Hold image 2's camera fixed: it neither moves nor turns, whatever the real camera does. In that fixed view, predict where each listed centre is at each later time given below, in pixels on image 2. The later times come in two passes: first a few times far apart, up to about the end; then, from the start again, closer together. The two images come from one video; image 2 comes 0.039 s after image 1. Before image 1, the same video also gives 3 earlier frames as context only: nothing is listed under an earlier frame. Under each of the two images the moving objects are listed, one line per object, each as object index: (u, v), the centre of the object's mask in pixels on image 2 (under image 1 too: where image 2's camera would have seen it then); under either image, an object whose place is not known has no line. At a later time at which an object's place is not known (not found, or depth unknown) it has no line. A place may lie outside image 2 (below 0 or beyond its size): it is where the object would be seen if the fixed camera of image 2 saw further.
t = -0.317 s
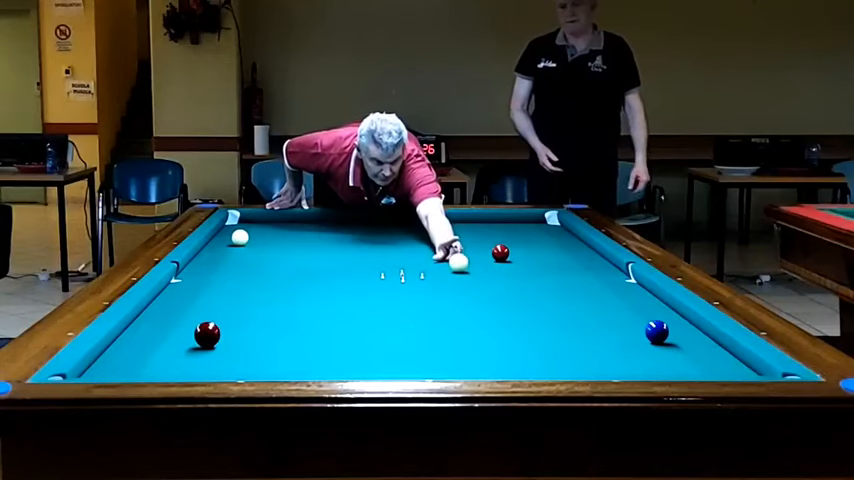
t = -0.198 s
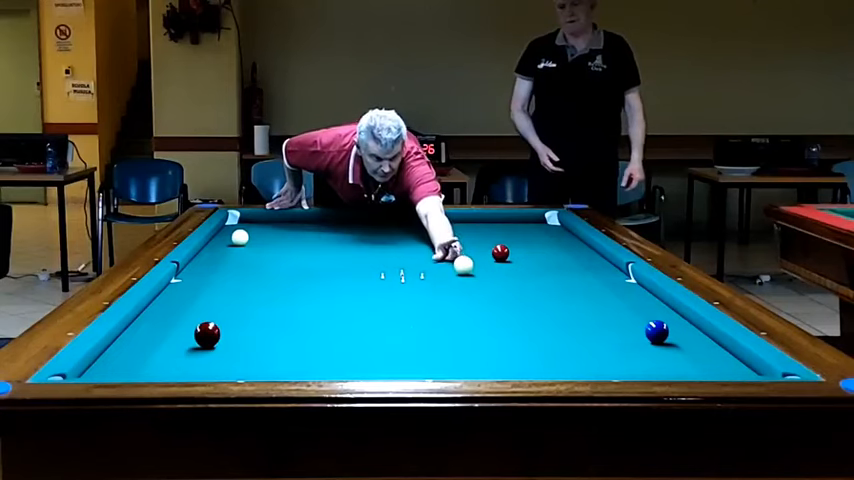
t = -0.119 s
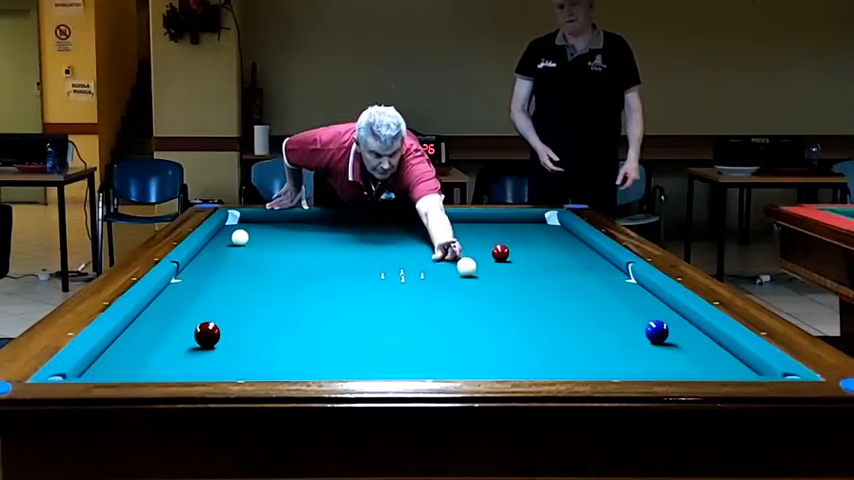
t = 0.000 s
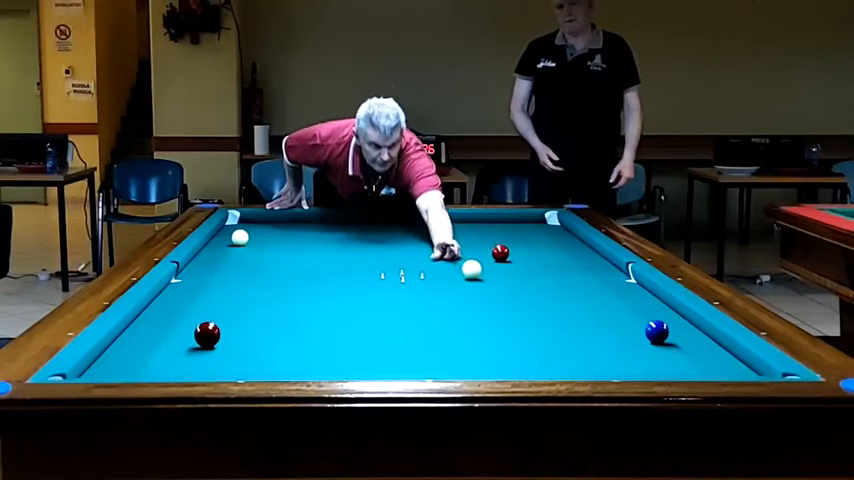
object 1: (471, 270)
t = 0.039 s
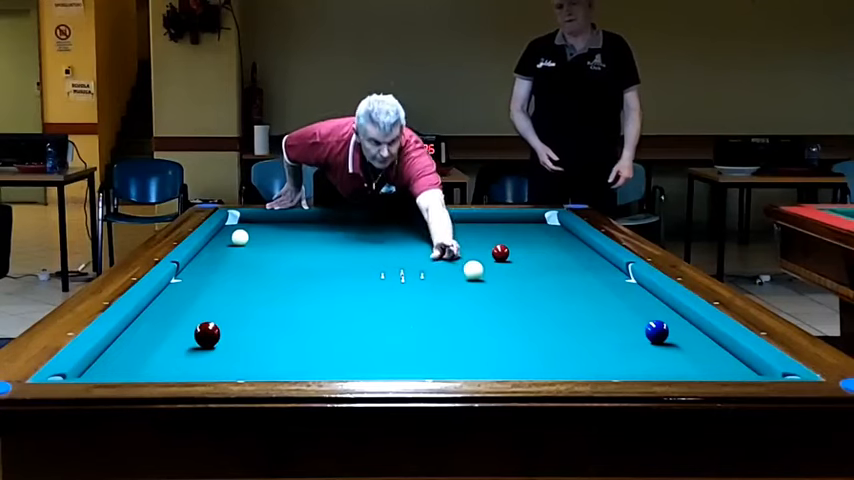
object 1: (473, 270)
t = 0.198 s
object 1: (479, 274)
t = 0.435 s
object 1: (490, 279)
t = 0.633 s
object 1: (499, 283)
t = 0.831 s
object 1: (508, 288)
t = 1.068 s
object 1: (519, 294)
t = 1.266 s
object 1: (528, 299)
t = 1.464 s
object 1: (538, 303)
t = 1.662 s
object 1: (548, 308)
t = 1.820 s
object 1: (559, 314)
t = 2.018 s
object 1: (569, 319)
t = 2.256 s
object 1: (581, 325)
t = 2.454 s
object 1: (592, 330)
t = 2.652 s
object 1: (603, 336)
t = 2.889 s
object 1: (616, 342)
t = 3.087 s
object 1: (626, 348)
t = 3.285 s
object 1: (638, 354)
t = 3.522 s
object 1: (649, 360)
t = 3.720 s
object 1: (659, 363)
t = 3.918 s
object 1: (673, 366)
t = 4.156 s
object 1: (687, 370)
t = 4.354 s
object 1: (699, 372)
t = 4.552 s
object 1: (700, 371)
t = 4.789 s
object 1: (700, 370)
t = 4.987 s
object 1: (700, 369)
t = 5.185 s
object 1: (699, 367)
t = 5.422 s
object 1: (698, 366)
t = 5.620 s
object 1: (699, 365)
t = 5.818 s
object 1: (698, 364)
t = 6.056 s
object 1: (697, 362)
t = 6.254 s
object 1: (697, 361)
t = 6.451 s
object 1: (696, 361)
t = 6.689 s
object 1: (696, 360)
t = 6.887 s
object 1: (695, 359)
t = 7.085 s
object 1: (694, 359)
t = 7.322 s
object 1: (696, 357)
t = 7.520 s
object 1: (694, 357)
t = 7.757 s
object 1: (694, 357)
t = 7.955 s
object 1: (694, 357)
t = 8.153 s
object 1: (694, 357)
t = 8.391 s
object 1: (695, 357)
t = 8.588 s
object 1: (695, 357)
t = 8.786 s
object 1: (695, 357)
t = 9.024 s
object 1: (694, 357)
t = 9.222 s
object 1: (694, 357)
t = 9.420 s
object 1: (695, 357)
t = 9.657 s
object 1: (695, 357)
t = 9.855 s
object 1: (695, 357)
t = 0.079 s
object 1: (475, 271)
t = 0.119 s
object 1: (476, 272)
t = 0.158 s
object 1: (478, 273)
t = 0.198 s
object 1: (479, 274)
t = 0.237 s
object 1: (481, 275)
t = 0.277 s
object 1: (483, 276)
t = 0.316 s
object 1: (485, 276)
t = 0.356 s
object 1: (486, 277)
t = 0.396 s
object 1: (488, 278)
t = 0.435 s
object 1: (490, 279)
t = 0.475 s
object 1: (492, 280)
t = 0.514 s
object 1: (494, 281)
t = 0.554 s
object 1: (495, 282)
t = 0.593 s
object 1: (497, 283)
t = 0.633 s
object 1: (499, 283)
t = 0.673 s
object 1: (500, 284)
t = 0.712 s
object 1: (502, 285)
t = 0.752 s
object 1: (504, 286)
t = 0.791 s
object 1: (506, 287)
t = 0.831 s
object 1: (508, 288)
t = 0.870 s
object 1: (510, 289)
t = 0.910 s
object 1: (511, 290)
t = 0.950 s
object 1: (513, 291)
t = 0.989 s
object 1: (515, 292)
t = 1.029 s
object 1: (517, 293)
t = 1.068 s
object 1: (519, 294)
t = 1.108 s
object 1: (521, 295)
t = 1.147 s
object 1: (523, 296)
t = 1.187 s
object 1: (525, 297)
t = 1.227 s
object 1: (527, 297)
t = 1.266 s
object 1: (528, 299)
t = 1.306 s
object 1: (530, 299)
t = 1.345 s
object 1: (533, 301)
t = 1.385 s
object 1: (535, 301)
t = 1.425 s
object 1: (536, 303)
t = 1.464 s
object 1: (538, 303)
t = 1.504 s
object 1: (540, 305)
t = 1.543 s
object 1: (542, 306)
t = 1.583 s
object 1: (544, 306)
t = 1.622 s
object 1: (546, 307)
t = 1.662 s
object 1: (548, 308)
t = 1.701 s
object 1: (550, 310)
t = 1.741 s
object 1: (554, 311)
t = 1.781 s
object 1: (557, 312)
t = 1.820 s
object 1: (559, 314)
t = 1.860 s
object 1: (561, 315)
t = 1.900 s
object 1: (562, 316)
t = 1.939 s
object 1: (565, 317)
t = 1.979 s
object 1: (567, 318)
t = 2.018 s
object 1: (569, 319)
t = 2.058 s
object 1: (571, 320)
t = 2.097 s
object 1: (573, 321)
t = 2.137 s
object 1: (575, 322)
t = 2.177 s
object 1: (577, 323)
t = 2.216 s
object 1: (579, 324)
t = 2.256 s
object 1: (581, 325)
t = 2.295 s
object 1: (583, 326)
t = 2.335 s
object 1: (585, 327)
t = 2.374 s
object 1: (587, 328)
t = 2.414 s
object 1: (589, 329)
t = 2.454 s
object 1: (592, 330)
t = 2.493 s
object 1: (594, 332)
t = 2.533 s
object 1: (596, 333)
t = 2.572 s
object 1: (598, 334)
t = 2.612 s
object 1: (600, 335)
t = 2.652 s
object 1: (603, 336)
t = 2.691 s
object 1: (605, 337)
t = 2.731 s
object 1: (607, 338)
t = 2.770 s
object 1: (609, 339)
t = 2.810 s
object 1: (611, 340)
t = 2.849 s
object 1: (613, 341)
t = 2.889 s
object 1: (616, 342)
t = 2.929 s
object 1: (618, 344)
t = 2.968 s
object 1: (620, 345)
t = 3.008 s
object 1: (622, 346)
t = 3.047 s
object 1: (624, 347)
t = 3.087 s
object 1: (626, 348)
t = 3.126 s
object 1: (629, 349)
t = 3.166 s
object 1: (631, 350)
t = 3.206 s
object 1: (633, 351)
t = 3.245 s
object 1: (635, 353)
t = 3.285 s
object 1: (638, 354)
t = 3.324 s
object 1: (640, 355)
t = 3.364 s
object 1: (642, 356)
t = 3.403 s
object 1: (644, 357)
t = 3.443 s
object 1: (646, 358)
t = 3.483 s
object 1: (648, 359)
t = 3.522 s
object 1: (649, 360)
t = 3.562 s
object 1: (651, 361)
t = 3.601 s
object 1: (653, 361)
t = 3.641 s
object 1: (655, 362)
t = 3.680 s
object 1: (657, 363)
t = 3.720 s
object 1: (659, 363)
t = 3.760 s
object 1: (661, 364)
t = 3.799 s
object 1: (664, 365)
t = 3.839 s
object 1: (668, 365)
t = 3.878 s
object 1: (670, 366)
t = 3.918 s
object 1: (673, 366)
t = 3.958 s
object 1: (676, 367)
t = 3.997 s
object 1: (678, 367)
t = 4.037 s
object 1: (680, 368)
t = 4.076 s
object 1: (683, 369)
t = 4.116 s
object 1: (685, 369)
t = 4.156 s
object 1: (687, 370)
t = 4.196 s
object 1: (690, 371)
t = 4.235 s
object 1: (692, 371)
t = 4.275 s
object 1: (694, 371)
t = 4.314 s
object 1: (696, 372)
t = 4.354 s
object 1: (699, 372)
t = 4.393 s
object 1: (700, 372)
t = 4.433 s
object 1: (700, 372)
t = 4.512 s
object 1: (700, 372)
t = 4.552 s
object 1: (700, 371)
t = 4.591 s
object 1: (700, 371)
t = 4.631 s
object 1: (700, 371)
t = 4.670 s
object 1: (700, 371)
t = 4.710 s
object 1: (700, 370)
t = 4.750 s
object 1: (700, 370)
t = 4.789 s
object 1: (700, 370)
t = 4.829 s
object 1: (700, 370)
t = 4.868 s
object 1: (700, 369)
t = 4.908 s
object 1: (700, 369)
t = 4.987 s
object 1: (700, 369)
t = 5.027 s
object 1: (699, 368)
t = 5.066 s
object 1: (699, 368)
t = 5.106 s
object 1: (699, 368)
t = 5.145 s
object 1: (699, 368)
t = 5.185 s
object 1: (699, 367)
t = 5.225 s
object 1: (699, 367)
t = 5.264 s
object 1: (700, 367)
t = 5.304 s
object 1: (698, 367)
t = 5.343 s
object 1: (697, 366)
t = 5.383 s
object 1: (698, 366)
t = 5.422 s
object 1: (698, 366)
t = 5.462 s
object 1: (696, 366)
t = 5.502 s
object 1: (697, 365)
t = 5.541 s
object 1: (697, 365)
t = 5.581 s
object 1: (698, 365)
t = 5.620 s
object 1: (699, 365)
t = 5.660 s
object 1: (699, 364)
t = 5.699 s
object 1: (698, 364)
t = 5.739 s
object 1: (698, 364)
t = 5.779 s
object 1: (698, 364)
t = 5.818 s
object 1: (698, 364)
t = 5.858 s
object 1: (698, 363)
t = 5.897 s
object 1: (697, 363)
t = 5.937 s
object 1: (697, 363)
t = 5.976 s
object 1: (697, 363)
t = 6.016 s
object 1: (697, 363)
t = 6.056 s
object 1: (697, 362)
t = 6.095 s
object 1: (697, 362)
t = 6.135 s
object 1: (697, 362)
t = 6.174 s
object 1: (697, 362)
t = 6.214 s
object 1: (697, 362)
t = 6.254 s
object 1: (697, 361)
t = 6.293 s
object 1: (697, 361)
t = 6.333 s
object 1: (697, 361)
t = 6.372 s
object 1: (697, 361)
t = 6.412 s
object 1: (696, 361)
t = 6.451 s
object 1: (696, 361)
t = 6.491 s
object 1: (696, 361)
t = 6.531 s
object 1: (696, 360)
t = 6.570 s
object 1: (696, 360)
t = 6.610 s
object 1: (696, 360)
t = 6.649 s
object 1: (696, 360)
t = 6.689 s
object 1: (696, 360)
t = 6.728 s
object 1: (696, 359)
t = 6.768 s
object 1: (696, 359)
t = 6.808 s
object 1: (696, 359)
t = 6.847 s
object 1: (696, 359)
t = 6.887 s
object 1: (695, 359)
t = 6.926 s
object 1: (695, 359)
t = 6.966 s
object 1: (696, 359)
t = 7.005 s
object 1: (696, 359)
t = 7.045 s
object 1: (695, 359)
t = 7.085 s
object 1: (694, 359)
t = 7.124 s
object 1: (693, 358)
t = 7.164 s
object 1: (693, 358)
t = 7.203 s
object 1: (694, 358)
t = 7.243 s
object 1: (695, 358)
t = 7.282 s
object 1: (696, 358)
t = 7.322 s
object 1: (696, 357)
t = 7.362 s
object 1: (697, 357)
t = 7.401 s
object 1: (695, 358)
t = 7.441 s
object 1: (695, 358)
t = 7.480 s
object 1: (694, 358)
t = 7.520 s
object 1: (694, 357)
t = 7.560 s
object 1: (694, 357)
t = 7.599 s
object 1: (694, 357)
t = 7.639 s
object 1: (694, 357)
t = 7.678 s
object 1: (694, 357)
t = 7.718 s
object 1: (694, 357)
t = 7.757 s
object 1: (694, 357)
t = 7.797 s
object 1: (694, 357)
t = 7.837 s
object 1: (694, 357)
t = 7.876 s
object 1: (694, 357)
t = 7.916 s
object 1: (694, 357)
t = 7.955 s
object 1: (694, 357)
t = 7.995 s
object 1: (694, 357)
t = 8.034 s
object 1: (694, 357)
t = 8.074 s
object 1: (694, 357)
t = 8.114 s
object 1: (694, 357)
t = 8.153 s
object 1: (694, 357)
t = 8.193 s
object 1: (694, 357)
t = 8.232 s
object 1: (694, 357)
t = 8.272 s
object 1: (694, 357)
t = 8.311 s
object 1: (694, 357)
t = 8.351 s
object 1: (695, 357)
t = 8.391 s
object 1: (695, 357)
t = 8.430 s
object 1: (695, 357)
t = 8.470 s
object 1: (695, 357)
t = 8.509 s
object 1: (695, 357)
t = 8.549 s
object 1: (695, 357)
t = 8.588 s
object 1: (695, 357)
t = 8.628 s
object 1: (695, 357)
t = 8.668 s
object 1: (695, 357)
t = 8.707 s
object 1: (695, 357)
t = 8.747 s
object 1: (695, 357)
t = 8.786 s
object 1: (695, 357)
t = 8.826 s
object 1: (695, 357)
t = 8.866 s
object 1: (695, 357)
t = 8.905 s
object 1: (695, 357)
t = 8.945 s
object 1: (695, 357)
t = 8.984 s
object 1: (694, 357)
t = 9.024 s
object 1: (694, 357)
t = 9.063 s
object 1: (693, 357)
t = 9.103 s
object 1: (693, 357)
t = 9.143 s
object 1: (694, 357)
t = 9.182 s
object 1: (695, 357)
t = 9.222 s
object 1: (694, 357)
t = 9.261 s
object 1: (694, 357)
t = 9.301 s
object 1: (694, 357)
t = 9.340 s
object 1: (695, 357)
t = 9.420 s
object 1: (695, 357)
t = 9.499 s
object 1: (695, 357)
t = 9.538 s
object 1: (695, 357)
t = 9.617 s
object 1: (695, 357)
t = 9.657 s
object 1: (695, 357)
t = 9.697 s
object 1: (695, 357)
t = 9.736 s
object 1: (695, 357)
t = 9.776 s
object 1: (695, 357)
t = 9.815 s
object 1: (695, 357)
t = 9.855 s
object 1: (695, 357)
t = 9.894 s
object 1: (695, 357)
